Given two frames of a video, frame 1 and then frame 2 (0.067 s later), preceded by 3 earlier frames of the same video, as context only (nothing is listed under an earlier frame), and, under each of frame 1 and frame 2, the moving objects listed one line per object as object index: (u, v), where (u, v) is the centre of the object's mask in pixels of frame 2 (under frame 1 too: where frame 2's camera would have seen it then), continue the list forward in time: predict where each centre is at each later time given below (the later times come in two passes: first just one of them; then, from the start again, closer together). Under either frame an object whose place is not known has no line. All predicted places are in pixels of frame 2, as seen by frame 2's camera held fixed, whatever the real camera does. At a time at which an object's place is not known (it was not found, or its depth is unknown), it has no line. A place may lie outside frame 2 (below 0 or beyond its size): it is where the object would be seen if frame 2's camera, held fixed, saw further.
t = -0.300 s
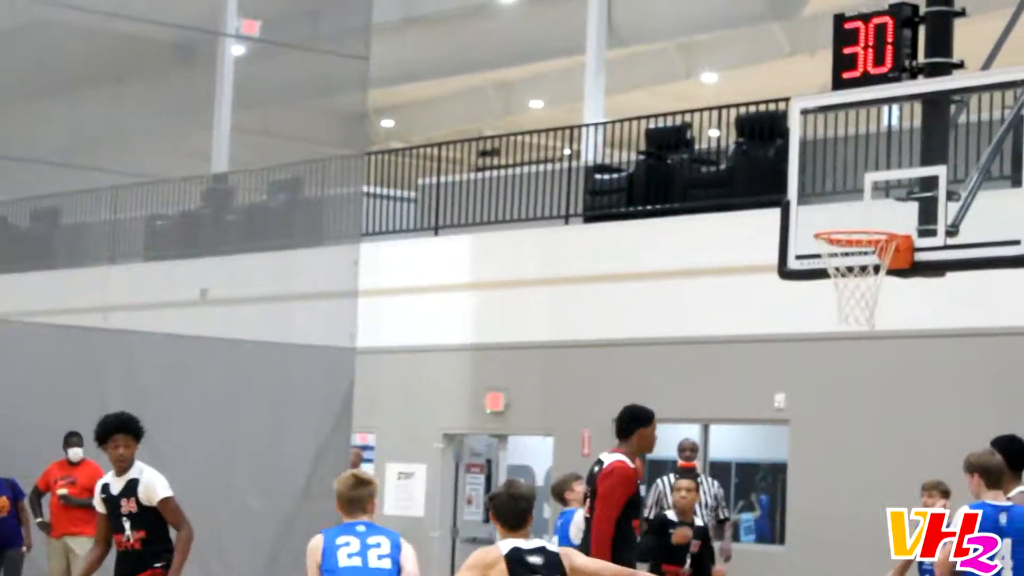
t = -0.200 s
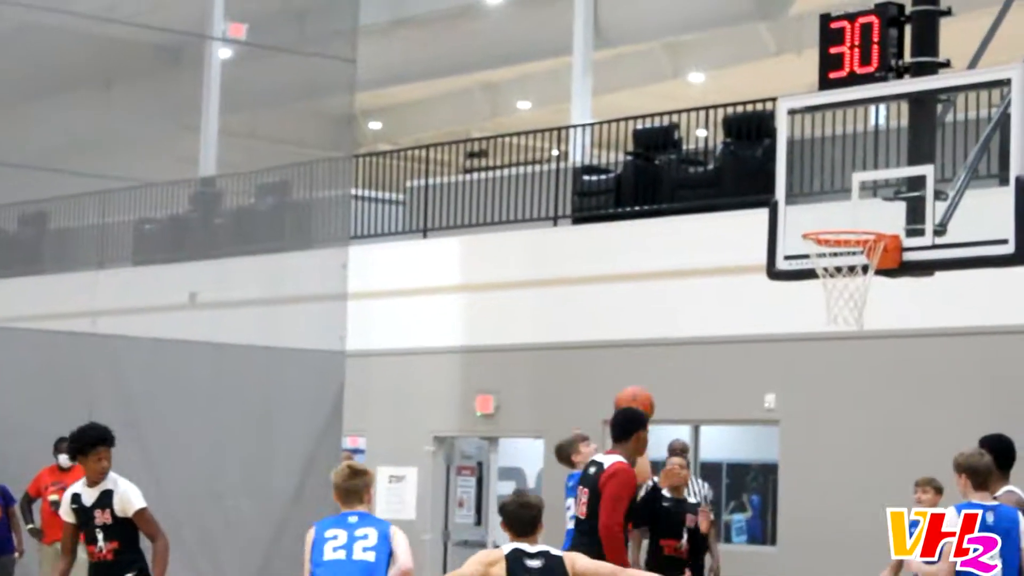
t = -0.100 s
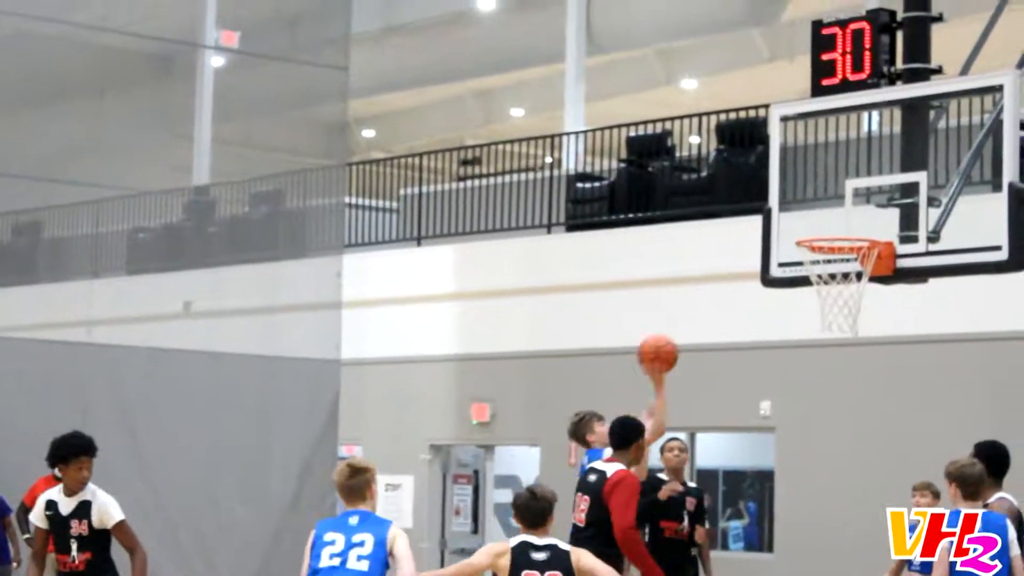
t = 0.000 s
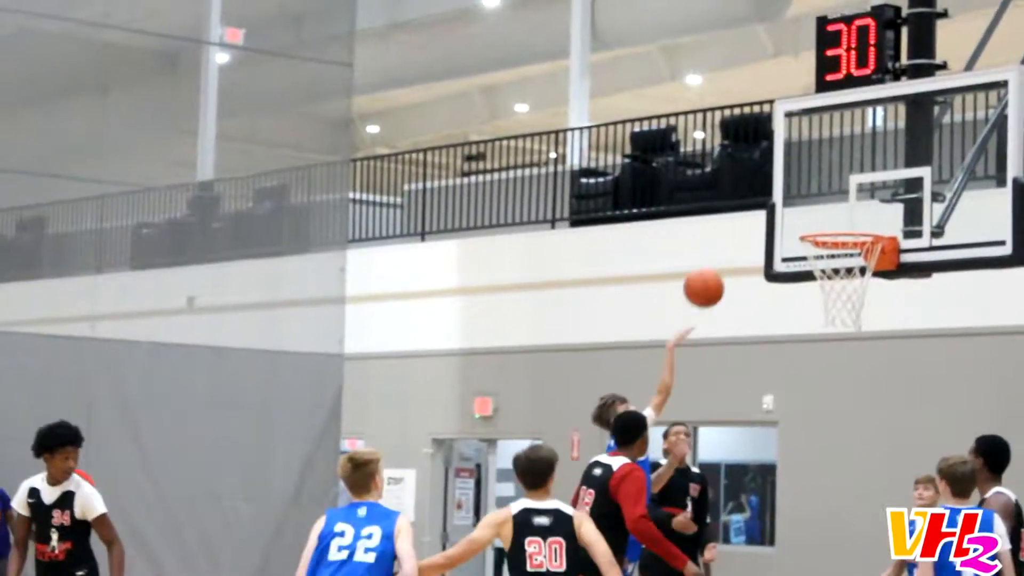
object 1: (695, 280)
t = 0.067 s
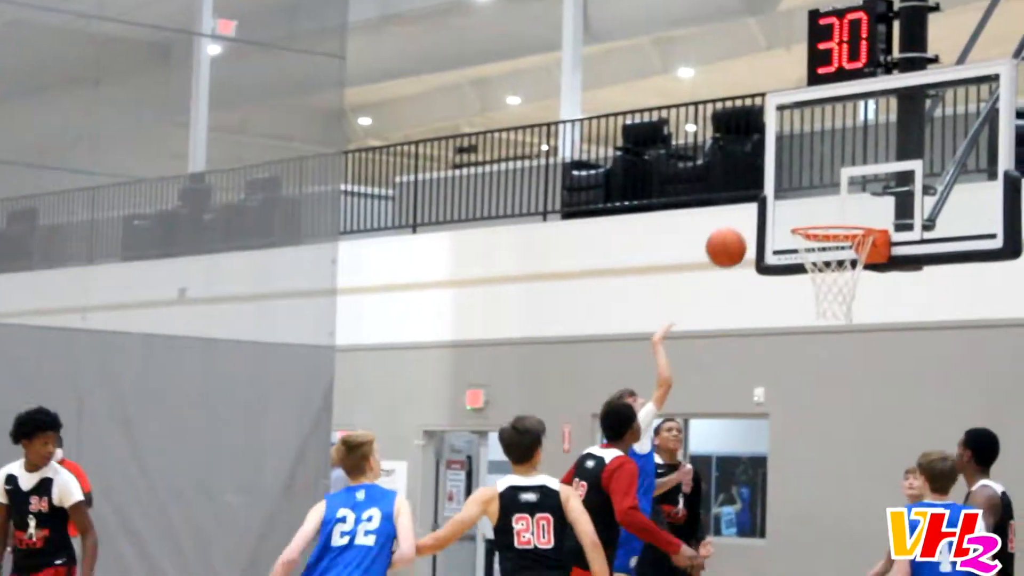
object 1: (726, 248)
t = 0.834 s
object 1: (823, 313)
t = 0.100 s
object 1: (742, 233)
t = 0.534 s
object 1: (826, 236)
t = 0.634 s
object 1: (822, 268)
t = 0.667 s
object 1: (821, 272)
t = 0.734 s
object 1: (822, 282)
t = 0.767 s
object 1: (822, 291)
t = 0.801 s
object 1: (822, 302)
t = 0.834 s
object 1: (823, 313)
